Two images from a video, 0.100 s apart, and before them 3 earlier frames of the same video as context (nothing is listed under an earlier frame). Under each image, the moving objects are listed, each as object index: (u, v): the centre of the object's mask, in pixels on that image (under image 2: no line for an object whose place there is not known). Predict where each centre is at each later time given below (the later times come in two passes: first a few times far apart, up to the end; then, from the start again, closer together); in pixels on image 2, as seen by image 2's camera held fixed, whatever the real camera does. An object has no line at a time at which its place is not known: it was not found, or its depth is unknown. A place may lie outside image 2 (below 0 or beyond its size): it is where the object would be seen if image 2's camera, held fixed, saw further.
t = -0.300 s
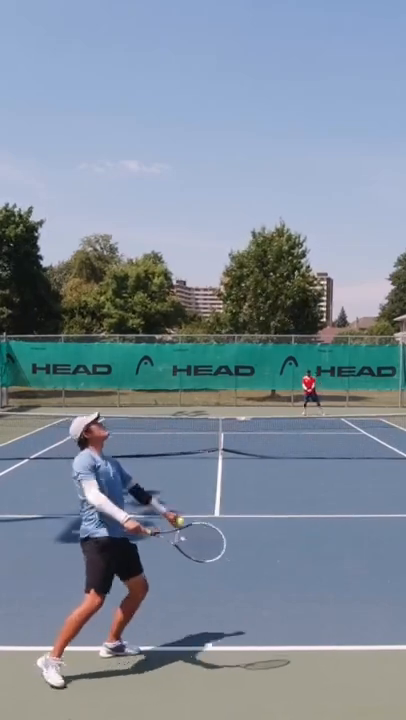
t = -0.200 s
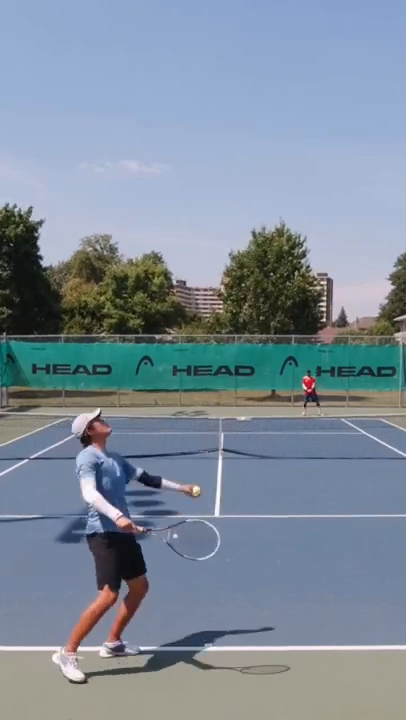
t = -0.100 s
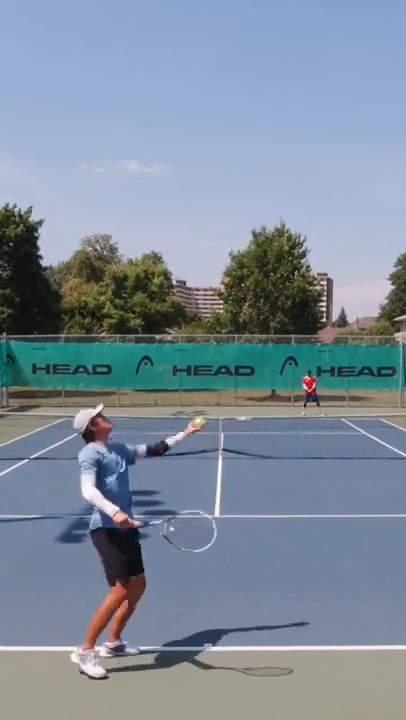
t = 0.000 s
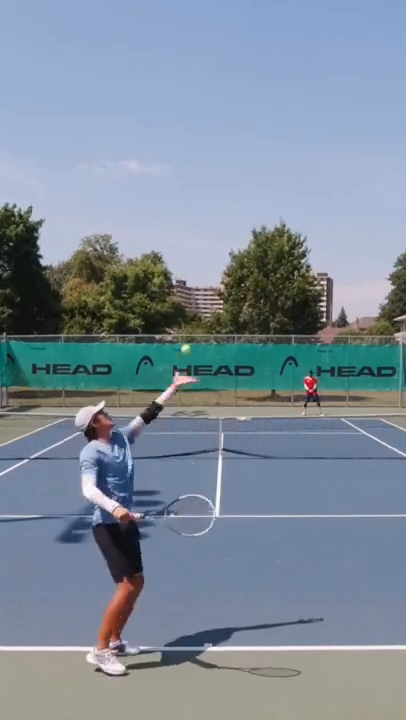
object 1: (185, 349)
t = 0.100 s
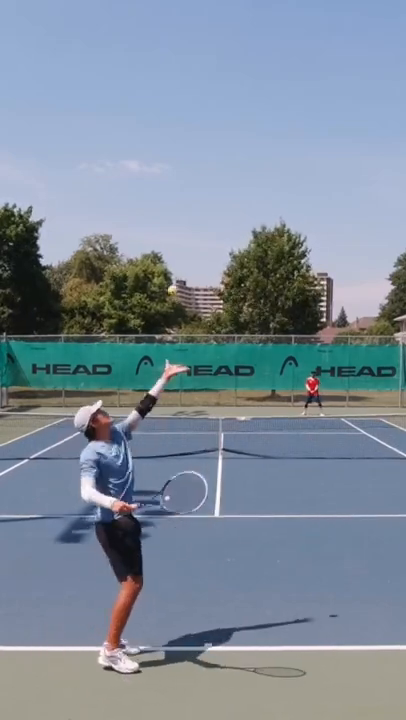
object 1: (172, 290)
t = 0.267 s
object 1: (152, 221)
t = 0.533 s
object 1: (122, 192)
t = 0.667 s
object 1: (109, 214)
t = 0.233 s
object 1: (156, 232)
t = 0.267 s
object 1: (152, 221)
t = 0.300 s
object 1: (148, 212)
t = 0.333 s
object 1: (144, 204)
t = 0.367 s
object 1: (140, 198)
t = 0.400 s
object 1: (136, 194)
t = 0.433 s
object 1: (133, 191)
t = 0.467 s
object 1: (129, 189)
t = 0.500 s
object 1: (126, 190)
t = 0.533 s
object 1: (122, 192)
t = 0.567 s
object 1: (119, 195)
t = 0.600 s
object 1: (116, 200)
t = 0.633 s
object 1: (112, 206)
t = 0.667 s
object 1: (109, 214)
